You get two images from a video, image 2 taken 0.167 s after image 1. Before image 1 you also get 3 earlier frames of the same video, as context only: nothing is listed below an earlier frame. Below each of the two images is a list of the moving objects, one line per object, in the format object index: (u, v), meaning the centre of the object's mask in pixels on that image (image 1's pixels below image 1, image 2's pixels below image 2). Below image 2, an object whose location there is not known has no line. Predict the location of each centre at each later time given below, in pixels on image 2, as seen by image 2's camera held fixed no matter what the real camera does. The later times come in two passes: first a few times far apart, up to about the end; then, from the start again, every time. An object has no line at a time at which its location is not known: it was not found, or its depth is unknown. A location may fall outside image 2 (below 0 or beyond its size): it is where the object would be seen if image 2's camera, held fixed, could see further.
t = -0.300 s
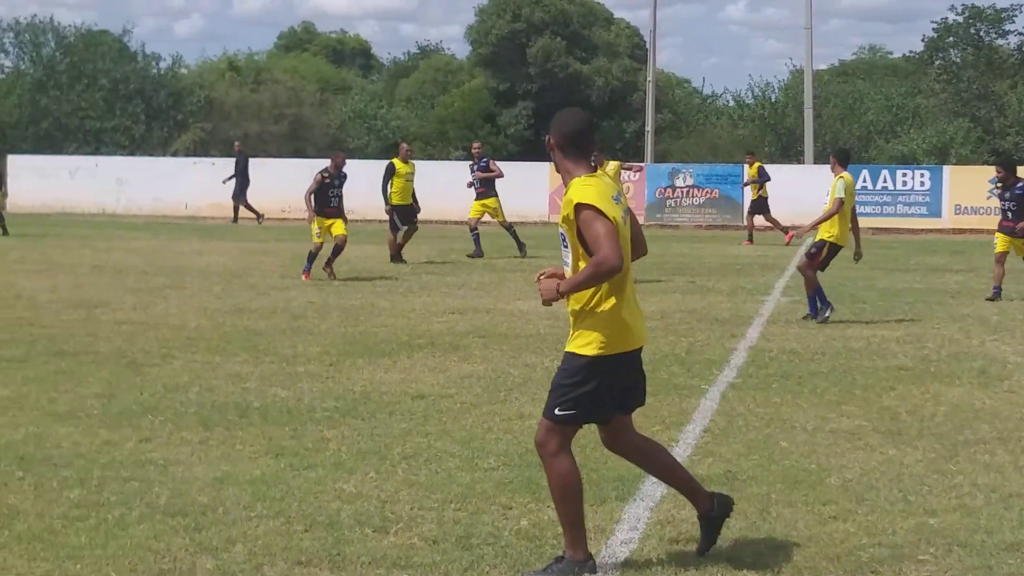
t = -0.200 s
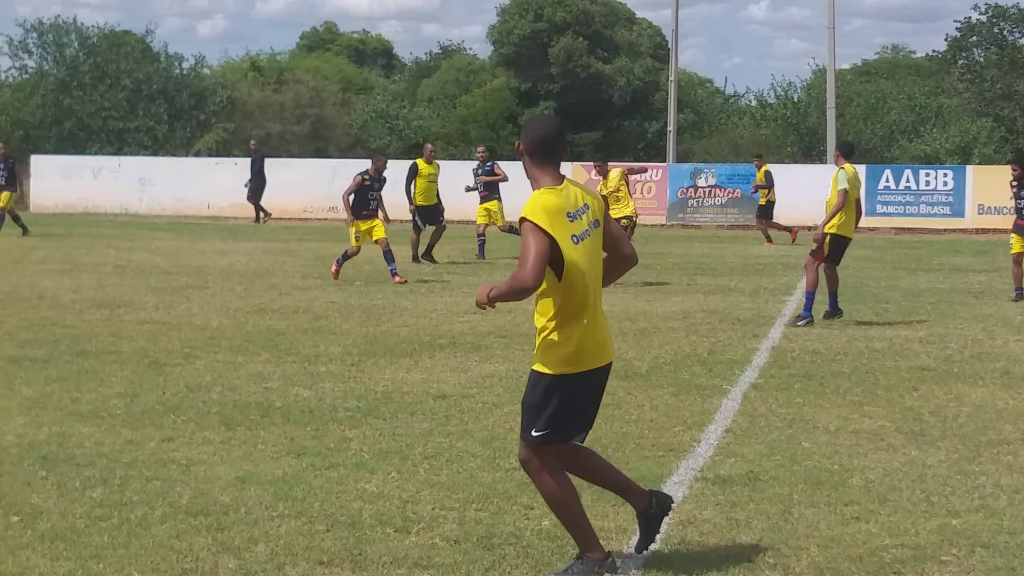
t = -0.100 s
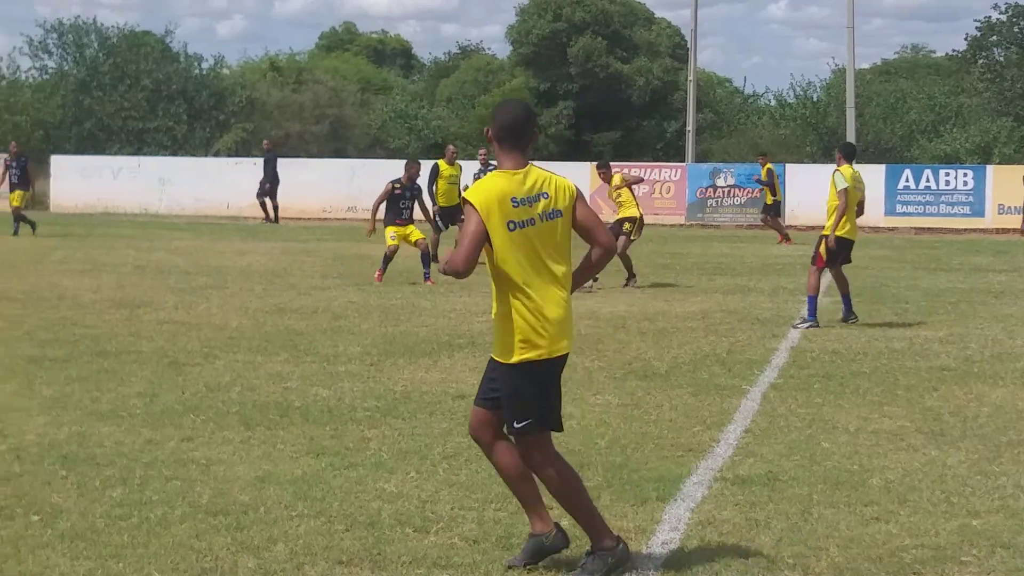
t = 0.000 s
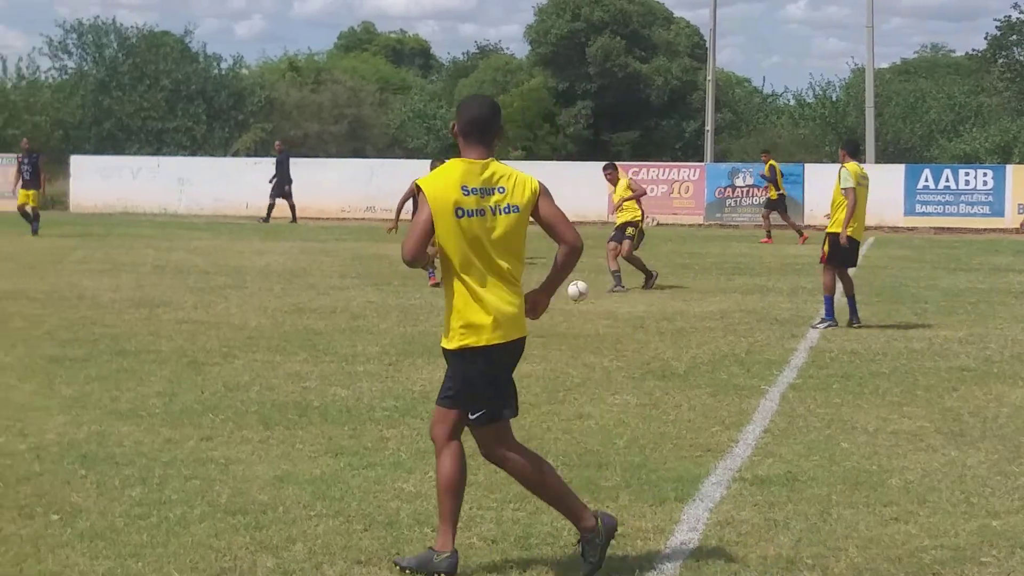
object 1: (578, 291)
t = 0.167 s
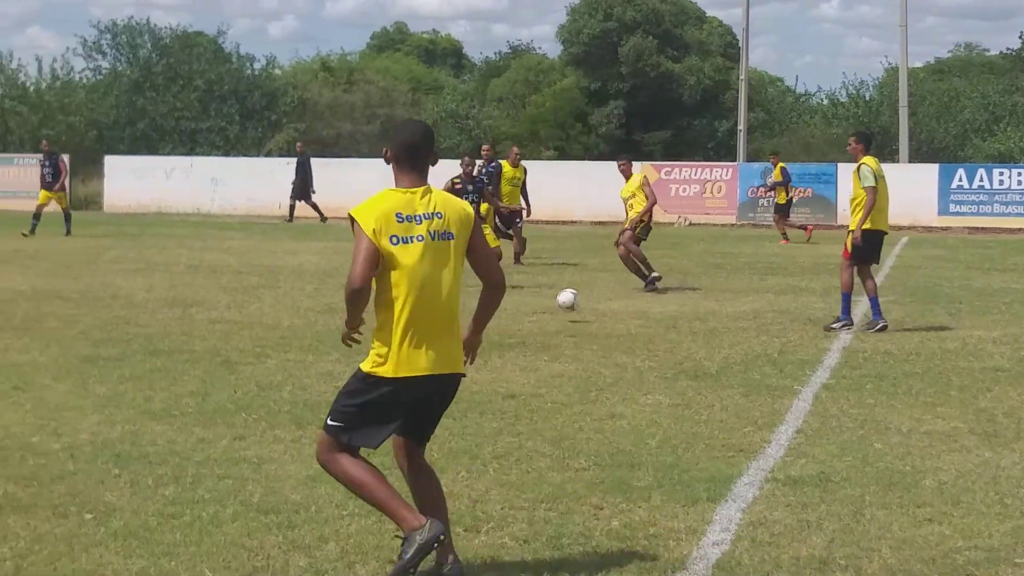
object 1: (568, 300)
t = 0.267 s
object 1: (542, 314)
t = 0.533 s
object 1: (464, 348)
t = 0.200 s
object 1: (560, 303)
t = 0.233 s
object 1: (551, 308)
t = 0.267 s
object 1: (542, 314)
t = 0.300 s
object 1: (532, 323)
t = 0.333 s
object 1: (523, 334)
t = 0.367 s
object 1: (513, 338)
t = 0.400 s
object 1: (504, 338)
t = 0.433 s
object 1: (495, 338)
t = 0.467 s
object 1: (484, 339)
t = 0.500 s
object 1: (474, 343)
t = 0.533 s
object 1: (464, 348)
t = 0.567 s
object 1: (453, 358)
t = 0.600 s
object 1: (443, 368)
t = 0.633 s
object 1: (431, 380)
